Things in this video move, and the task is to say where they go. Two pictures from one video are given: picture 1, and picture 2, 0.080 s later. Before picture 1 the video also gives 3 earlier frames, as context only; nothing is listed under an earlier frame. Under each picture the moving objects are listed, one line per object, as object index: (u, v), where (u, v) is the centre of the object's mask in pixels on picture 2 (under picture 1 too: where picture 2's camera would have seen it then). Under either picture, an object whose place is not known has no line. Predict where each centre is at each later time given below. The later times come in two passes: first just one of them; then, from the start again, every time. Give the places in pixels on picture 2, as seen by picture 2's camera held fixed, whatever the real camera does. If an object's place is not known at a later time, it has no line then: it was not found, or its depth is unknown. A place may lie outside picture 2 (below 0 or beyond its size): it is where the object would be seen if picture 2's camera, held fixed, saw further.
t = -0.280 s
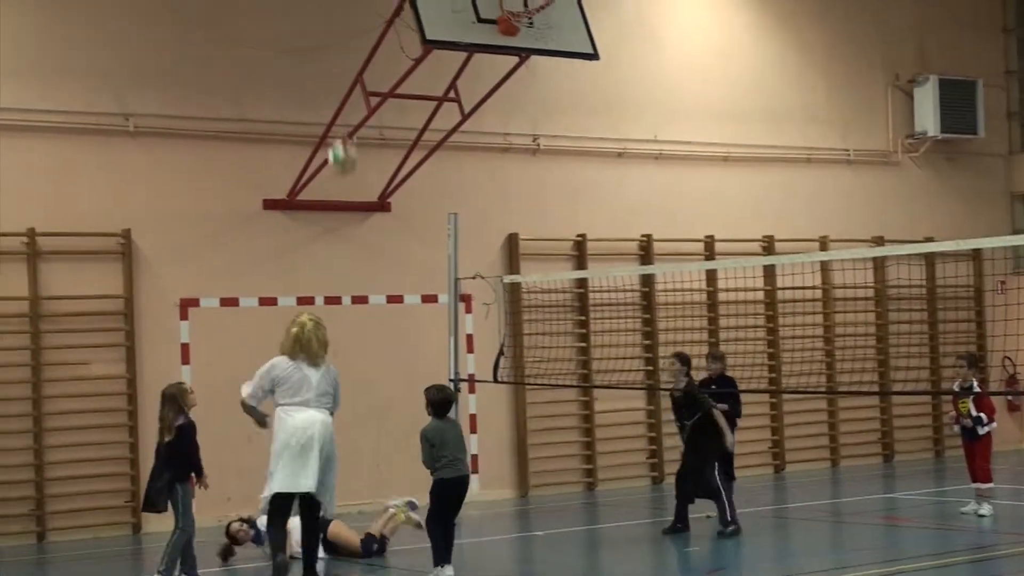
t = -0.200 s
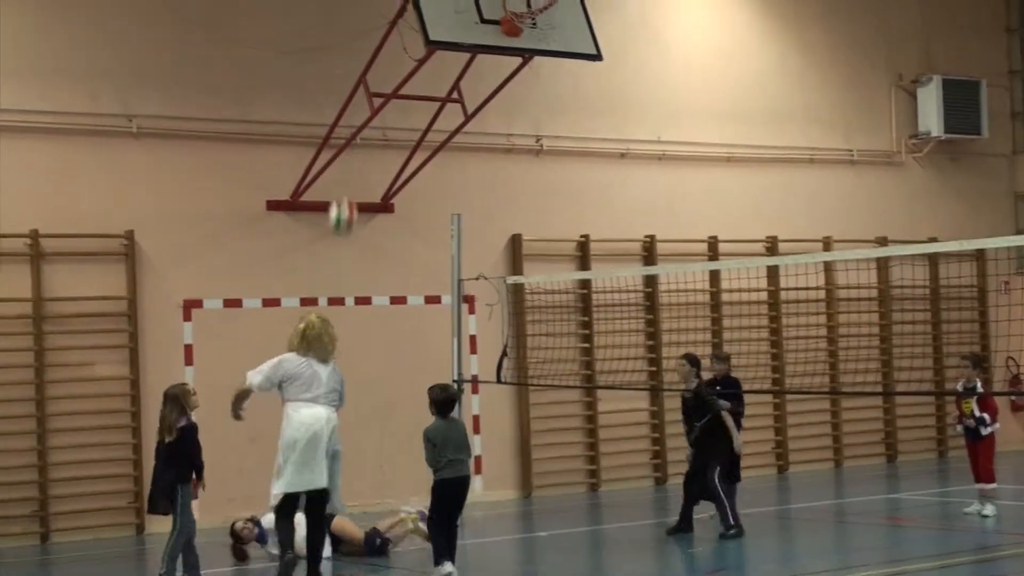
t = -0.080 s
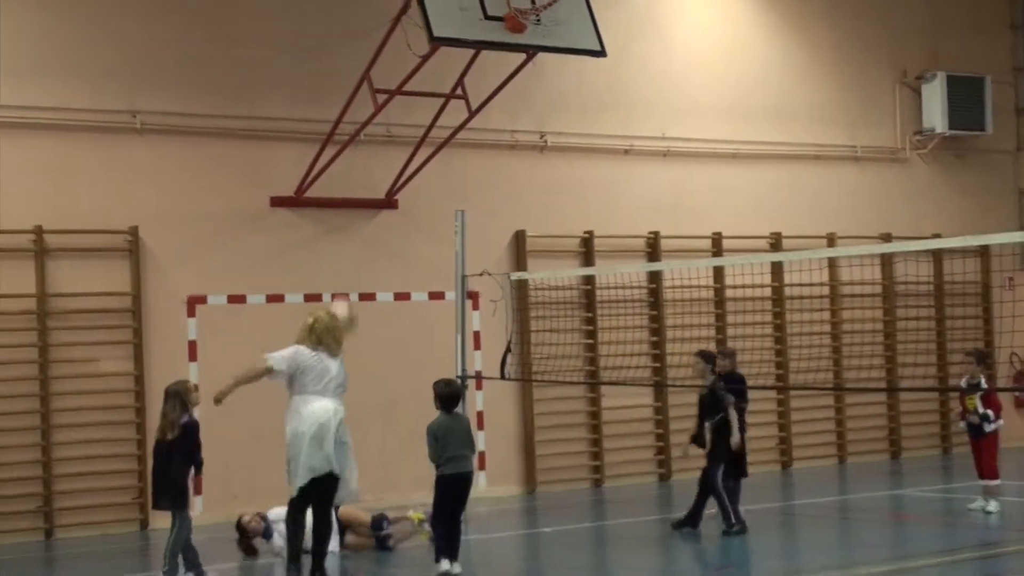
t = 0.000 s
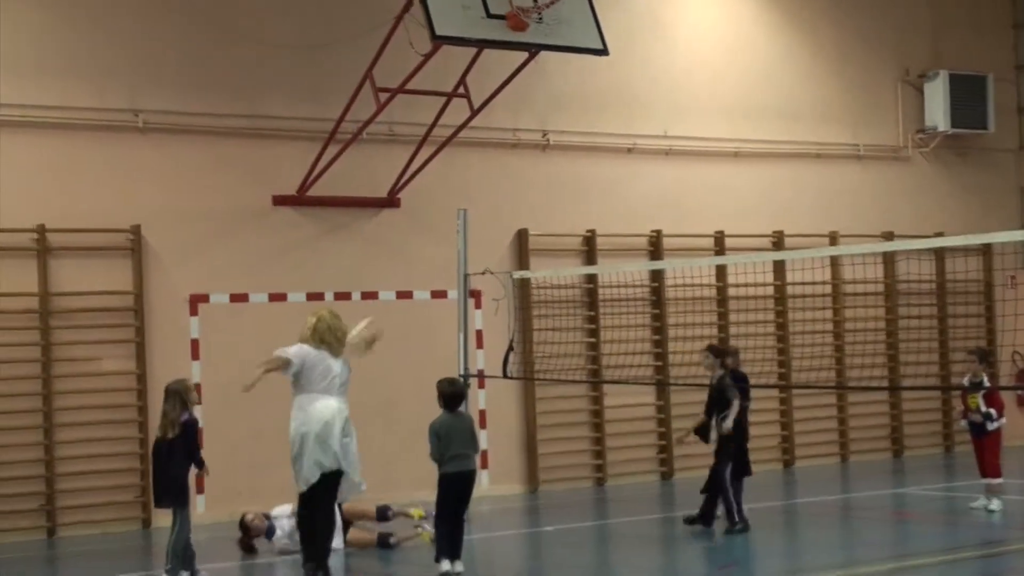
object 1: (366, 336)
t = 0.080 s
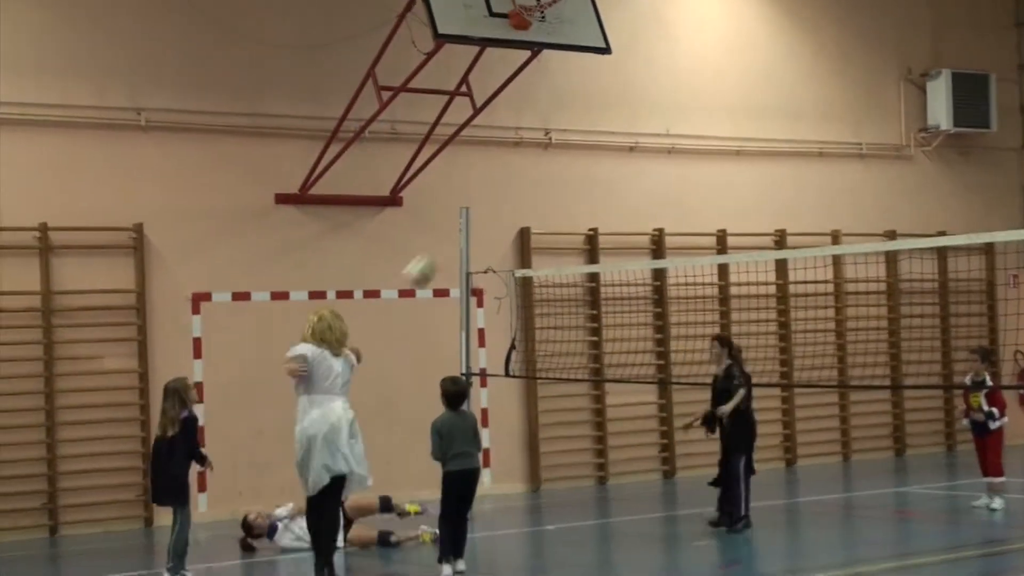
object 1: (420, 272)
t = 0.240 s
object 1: (525, 180)
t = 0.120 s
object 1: (445, 246)
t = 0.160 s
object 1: (472, 220)
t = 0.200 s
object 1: (499, 198)
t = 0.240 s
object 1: (525, 180)
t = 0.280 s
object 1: (549, 160)
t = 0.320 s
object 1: (575, 147)
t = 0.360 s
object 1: (602, 131)
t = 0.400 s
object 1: (625, 121)
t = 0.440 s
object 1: (648, 111)
